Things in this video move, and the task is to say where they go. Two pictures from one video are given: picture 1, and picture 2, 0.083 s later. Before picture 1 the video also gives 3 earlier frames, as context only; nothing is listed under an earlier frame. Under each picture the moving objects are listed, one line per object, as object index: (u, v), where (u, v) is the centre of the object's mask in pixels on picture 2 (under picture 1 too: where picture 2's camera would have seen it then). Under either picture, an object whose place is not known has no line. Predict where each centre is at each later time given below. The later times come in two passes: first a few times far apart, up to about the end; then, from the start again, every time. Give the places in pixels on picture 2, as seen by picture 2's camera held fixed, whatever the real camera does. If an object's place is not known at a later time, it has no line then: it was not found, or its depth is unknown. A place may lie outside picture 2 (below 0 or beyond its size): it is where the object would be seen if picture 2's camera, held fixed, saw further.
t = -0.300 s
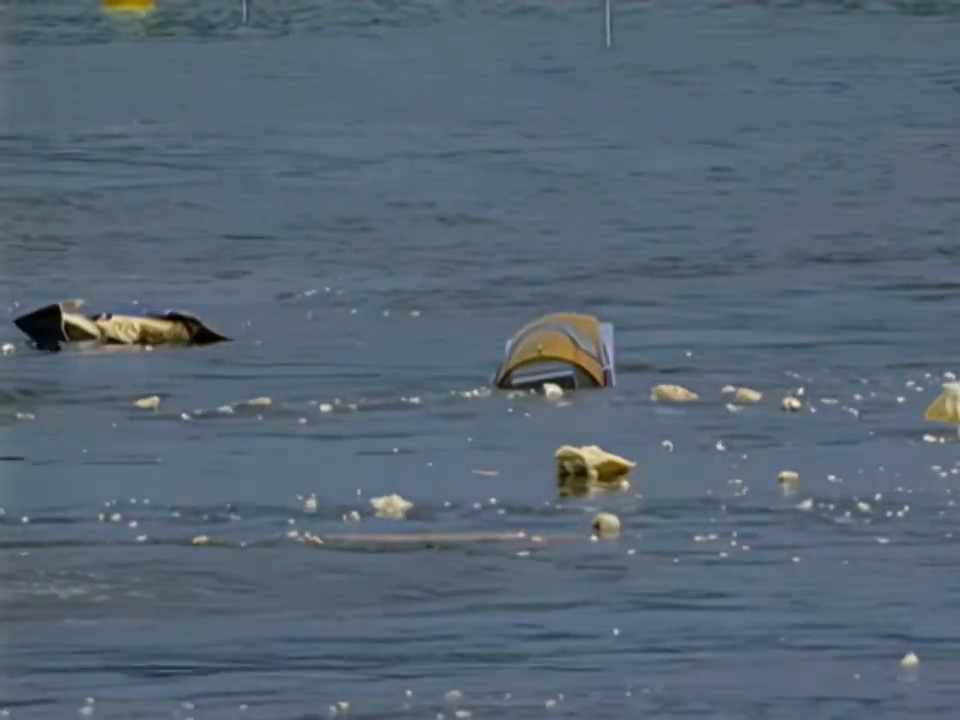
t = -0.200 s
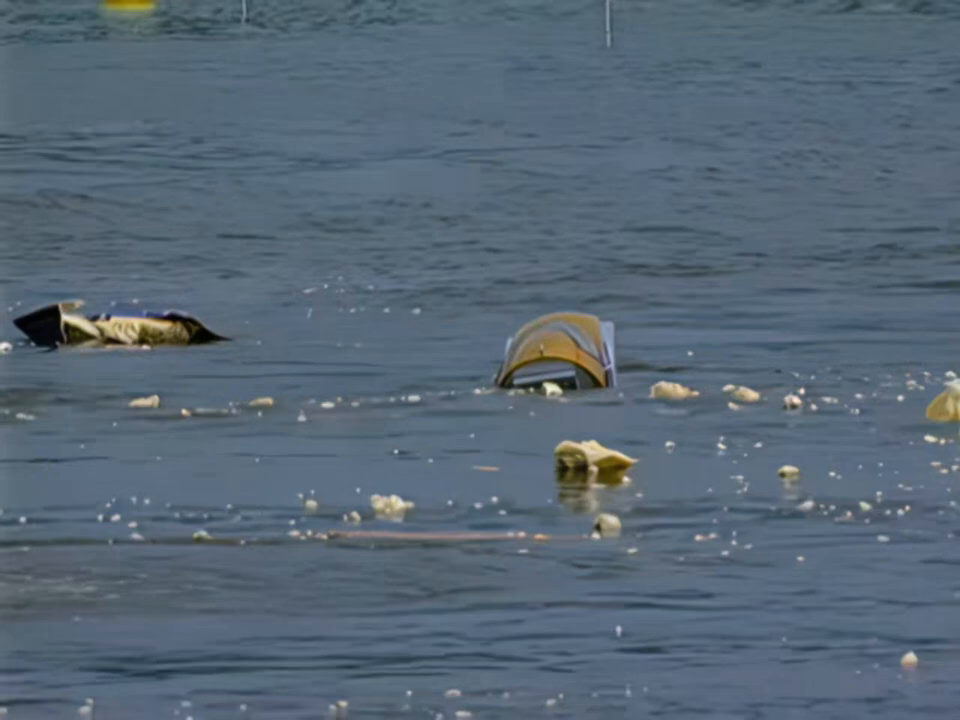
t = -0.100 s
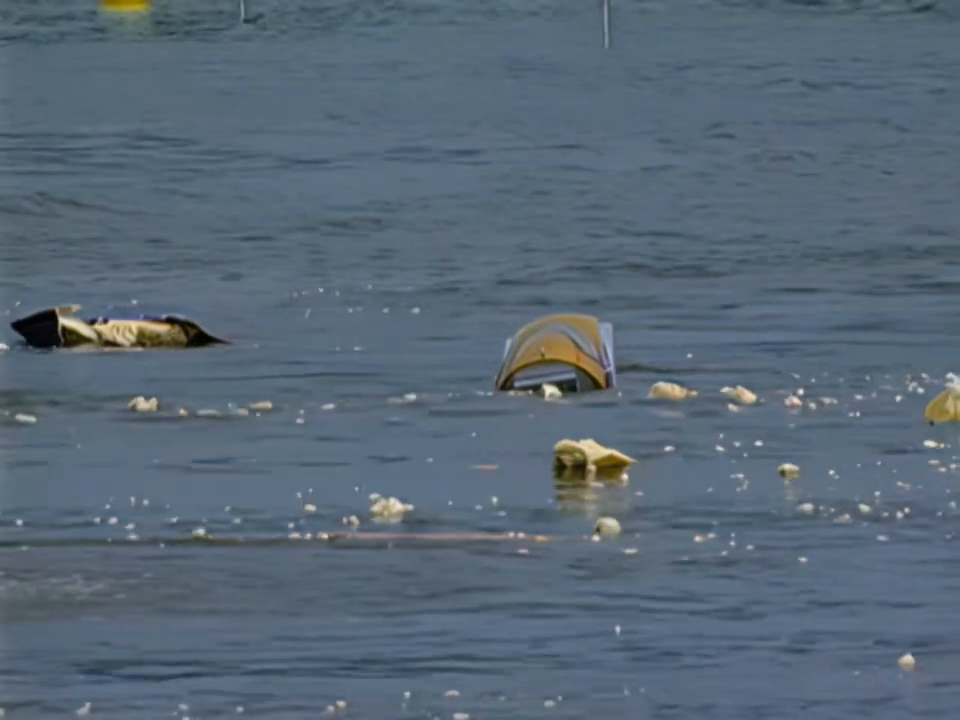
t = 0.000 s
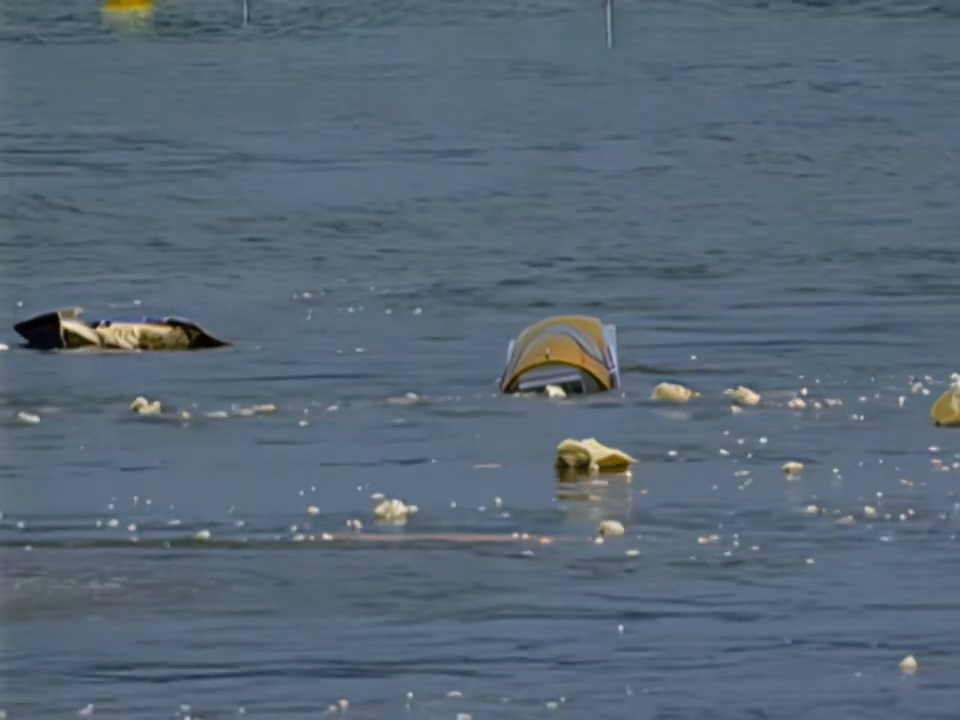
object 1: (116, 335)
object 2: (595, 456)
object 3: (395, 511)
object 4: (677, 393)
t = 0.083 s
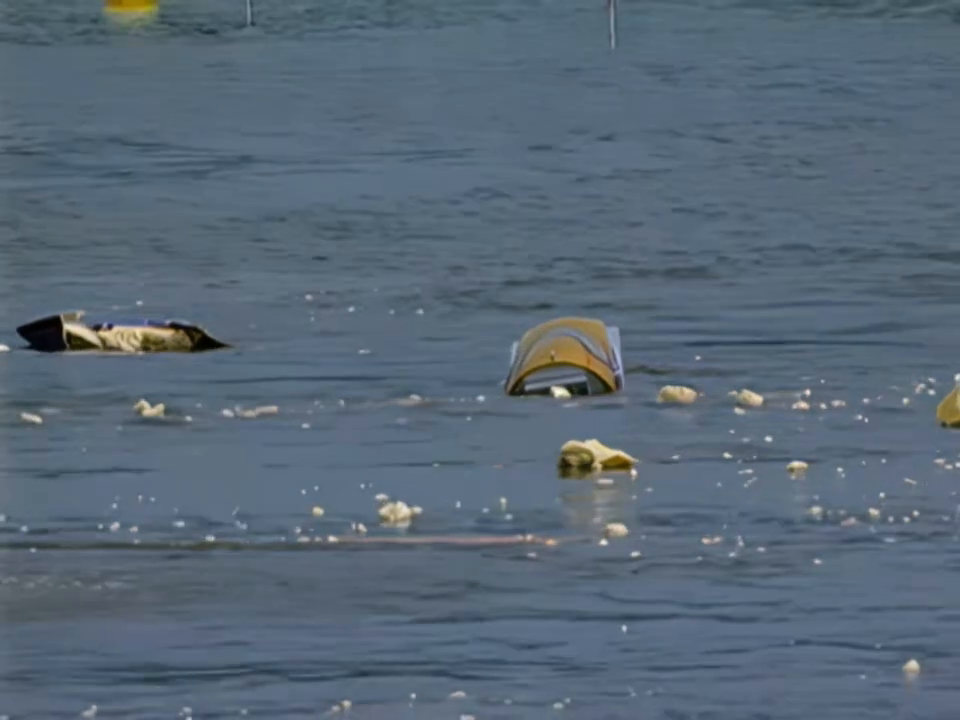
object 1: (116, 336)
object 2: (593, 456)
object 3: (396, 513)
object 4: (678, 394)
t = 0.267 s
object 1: (113, 337)
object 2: (591, 455)
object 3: (398, 518)
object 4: (682, 394)
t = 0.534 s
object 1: (110, 336)
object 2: (590, 460)
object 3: (400, 515)
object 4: (685, 395)
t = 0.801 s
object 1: (107, 334)
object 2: (587, 465)
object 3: (387, 505)
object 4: (683, 392)
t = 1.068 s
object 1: (107, 332)
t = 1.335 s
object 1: (104, 335)
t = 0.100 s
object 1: (115, 336)
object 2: (595, 457)
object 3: (397, 514)
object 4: (679, 394)
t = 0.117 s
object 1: (116, 336)
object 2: (595, 457)
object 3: (398, 515)
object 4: (680, 395)
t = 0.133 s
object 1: (115, 336)
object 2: (593, 456)
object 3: (399, 515)
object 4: (679, 394)
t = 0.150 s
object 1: (116, 336)
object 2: (592, 456)
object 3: (399, 515)
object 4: (680, 395)
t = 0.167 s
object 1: (115, 336)
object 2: (592, 456)
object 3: (396, 513)
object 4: (681, 395)
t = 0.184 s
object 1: (115, 337)
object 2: (592, 456)
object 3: (397, 513)
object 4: (681, 395)
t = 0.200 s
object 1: (114, 337)
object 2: (593, 456)
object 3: (397, 518)
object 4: (681, 395)
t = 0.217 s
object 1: (114, 337)
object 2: (592, 456)
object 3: (397, 518)
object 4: (681, 395)
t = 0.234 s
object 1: (114, 337)
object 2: (591, 455)
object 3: (398, 518)
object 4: (682, 395)
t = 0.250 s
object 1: (114, 337)
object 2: (591, 455)
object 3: (398, 518)
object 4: (682, 394)
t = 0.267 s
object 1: (113, 337)
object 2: (591, 455)
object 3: (398, 518)
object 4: (682, 394)
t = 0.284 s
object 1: (113, 337)
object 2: (590, 456)
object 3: (398, 517)
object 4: (682, 394)
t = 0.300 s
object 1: (112, 337)
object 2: (590, 456)
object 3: (398, 517)
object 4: (682, 394)
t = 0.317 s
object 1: (113, 337)
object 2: (591, 456)
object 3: (399, 517)
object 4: (683, 395)
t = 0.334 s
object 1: (112, 337)
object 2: (590, 455)
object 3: (400, 517)
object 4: (683, 394)
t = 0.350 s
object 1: (112, 337)
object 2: (590, 456)
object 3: (399, 518)
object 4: (683, 395)
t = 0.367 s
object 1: (112, 337)
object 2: (591, 457)
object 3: (400, 517)
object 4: (683, 395)
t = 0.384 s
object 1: (112, 338)
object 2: (591, 457)
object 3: (400, 518)
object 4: (684, 395)
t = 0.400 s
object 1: (111, 337)
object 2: (591, 457)
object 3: (401, 516)
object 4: (684, 395)
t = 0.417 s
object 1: (111, 337)
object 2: (590, 457)
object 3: (401, 516)
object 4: (684, 395)
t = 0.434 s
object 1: (111, 337)
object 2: (590, 457)
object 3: (400, 516)
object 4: (684, 395)
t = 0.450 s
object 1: (111, 337)
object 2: (590, 457)
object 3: (401, 517)
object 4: (684, 395)
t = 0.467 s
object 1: (110, 337)
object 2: (590, 457)
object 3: (400, 517)
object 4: (684, 395)
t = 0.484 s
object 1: (110, 337)
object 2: (589, 457)
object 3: (400, 517)
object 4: (685, 395)
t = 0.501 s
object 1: (110, 337)
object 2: (589, 458)
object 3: (399, 516)
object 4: (684, 395)
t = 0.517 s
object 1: (110, 337)
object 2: (590, 459)
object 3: (399, 514)
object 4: (679, 395)
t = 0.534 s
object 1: (110, 336)
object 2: (590, 460)
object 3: (400, 515)
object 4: (685, 395)
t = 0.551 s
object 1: (110, 336)
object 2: (589, 460)
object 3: (400, 514)
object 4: (680, 395)
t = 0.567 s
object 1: (110, 337)
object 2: (588, 460)
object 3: (401, 513)
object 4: (685, 395)
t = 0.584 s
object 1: (110, 336)
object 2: (588, 461)
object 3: (398, 522)
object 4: (680, 395)
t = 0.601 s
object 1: (110, 336)
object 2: (588, 461)
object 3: (398, 514)
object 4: (679, 395)
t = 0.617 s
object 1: (110, 336)
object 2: (587, 461)
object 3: (395, 512)
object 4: (684, 394)
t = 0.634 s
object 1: (110, 336)
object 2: (587, 462)
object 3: (402, 507)
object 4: (684, 394)
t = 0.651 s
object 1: (110, 335)
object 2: (587, 462)
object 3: (411, 504)
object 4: (684, 394)
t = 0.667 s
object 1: (110, 335)
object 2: (587, 463)
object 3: (411, 504)
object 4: (684, 394)
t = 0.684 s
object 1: (109, 335)
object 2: (587, 463)
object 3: (410, 502)
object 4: (685, 394)
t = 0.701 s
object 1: (109, 335)
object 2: (586, 463)
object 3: (401, 498)
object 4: (684, 394)
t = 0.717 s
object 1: (109, 335)
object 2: (587, 463)
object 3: (394, 504)
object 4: (684, 393)
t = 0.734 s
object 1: (109, 335)
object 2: (587, 463)
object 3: (389, 506)
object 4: (682, 395)
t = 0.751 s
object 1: (108, 334)
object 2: (587, 464)
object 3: (389, 506)
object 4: (685, 395)
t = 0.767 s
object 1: (108, 334)
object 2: (587, 464)
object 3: (389, 506)
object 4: (686, 394)
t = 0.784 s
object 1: (108, 334)
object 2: (587, 464)
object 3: (388, 505)
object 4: (684, 392)
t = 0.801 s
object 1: (107, 334)
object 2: (587, 465)
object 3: (387, 505)
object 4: (683, 392)
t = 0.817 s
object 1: (107, 334)
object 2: (587, 465)
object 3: (387, 505)
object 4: (683, 392)
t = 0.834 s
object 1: (107, 334)
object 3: (388, 505)
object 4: (683, 392)
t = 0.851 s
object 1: (107, 334)
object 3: (388, 504)
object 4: (683, 391)
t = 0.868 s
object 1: (107, 333)
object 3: (388, 504)
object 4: (683, 391)
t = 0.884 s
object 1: (107, 333)
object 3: (388, 504)
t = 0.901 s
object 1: (107, 333)
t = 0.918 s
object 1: (108, 333)
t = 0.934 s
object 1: (108, 333)
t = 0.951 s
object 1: (108, 333)
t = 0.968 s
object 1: (108, 333)
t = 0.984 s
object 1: (108, 333)
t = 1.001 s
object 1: (107, 333)
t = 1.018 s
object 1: (108, 333)
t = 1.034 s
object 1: (107, 332)
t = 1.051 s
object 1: (107, 332)
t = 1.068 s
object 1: (107, 332)
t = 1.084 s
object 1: (108, 332)
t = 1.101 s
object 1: (107, 333)
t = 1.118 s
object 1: (107, 333)
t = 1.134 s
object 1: (107, 333)
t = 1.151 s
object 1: (106, 333)
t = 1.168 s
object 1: (106, 333)
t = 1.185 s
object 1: (105, 333)
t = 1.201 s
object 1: (105, 333)
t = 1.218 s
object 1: (105, 333)
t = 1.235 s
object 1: (105, 333)
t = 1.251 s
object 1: (105, 334)
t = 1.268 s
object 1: (104, 334)
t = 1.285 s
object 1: (105, 333)
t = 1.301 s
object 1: (104, 334)
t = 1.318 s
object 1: (104, 335)
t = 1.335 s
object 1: (104, 335)
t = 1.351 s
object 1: (104, 335)
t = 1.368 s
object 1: (104, 335)
